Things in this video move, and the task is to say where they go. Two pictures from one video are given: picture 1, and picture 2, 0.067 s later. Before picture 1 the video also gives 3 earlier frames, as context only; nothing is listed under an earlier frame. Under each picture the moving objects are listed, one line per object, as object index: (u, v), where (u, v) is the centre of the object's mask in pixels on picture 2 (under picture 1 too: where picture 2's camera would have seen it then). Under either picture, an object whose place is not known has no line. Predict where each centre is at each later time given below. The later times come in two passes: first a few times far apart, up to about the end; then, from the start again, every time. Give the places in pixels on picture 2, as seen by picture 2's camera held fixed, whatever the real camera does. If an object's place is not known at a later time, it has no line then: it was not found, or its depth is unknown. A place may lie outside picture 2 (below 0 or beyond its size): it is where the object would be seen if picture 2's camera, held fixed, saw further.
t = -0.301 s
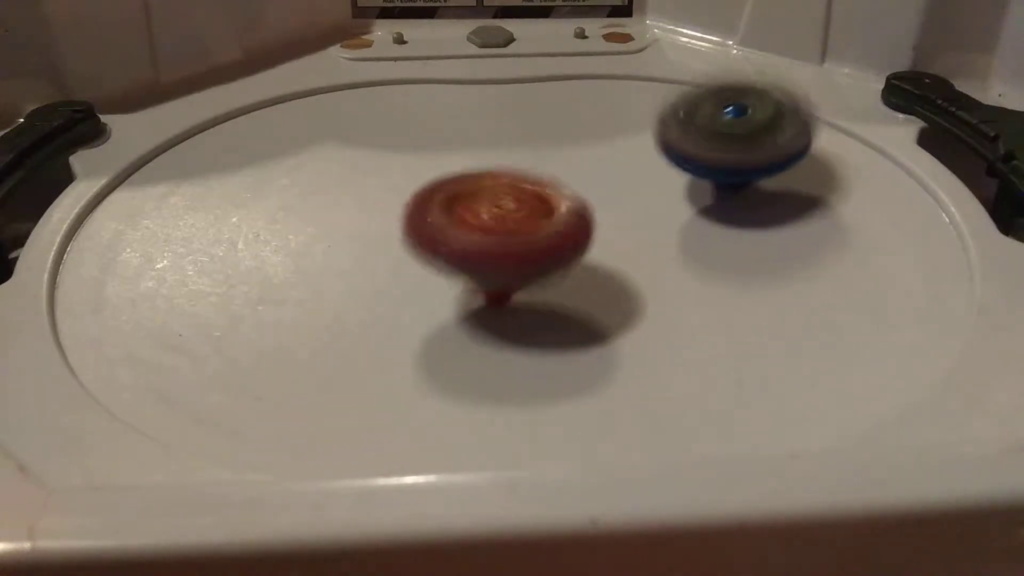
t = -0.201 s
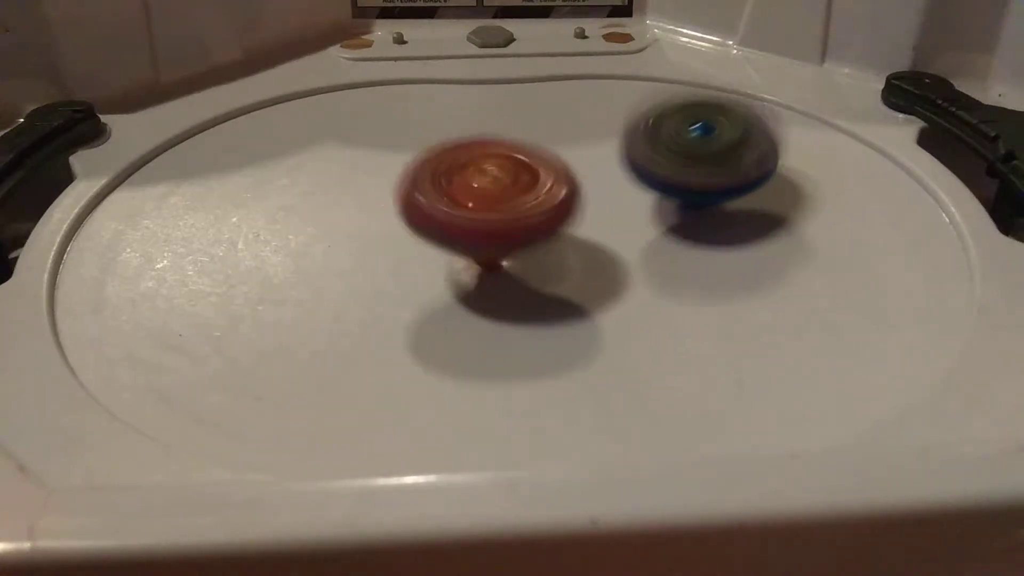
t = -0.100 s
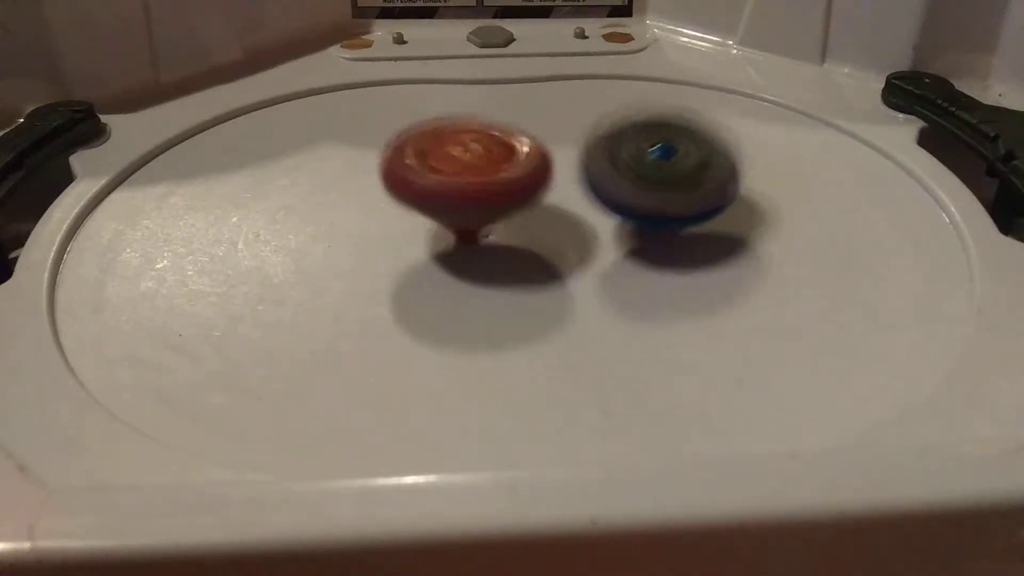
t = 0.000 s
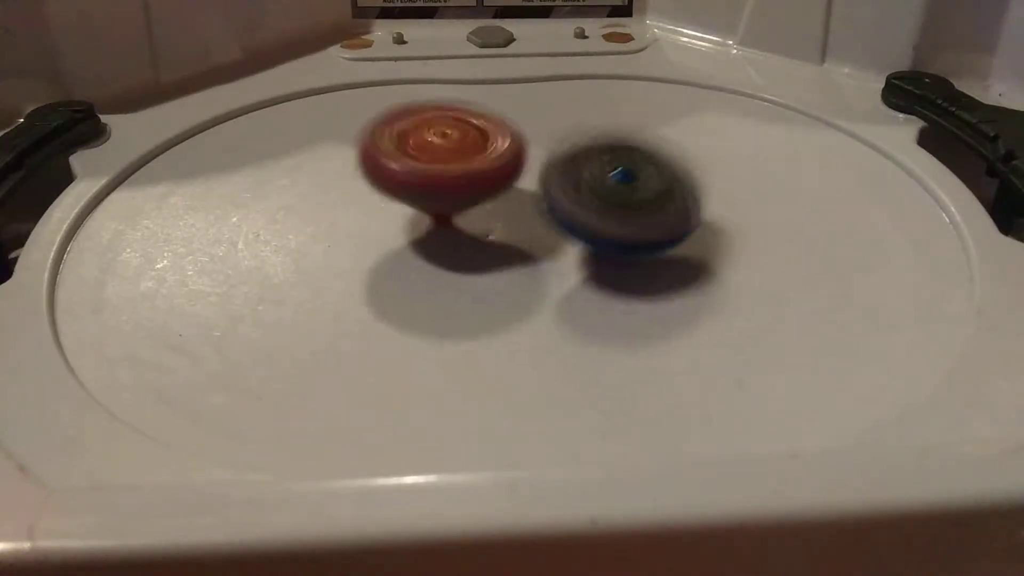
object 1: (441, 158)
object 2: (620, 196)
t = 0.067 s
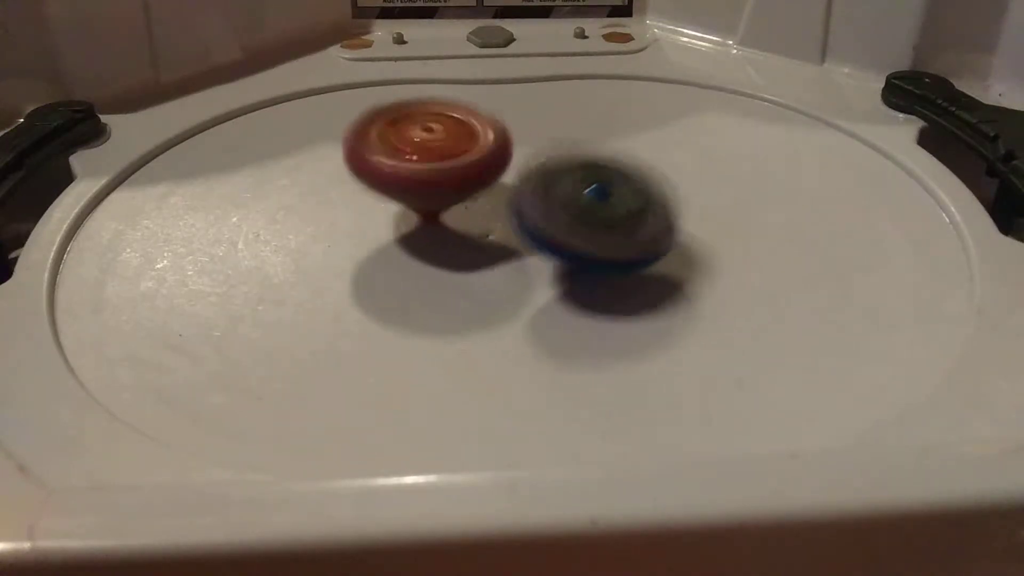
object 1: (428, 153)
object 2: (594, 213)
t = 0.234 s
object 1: (419, 163)
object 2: (546, 256)
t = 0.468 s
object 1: (506, 176)
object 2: (505, 309)
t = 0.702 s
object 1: (592, 160)
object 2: (472, 303)
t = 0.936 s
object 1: (591, 160)
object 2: (452, 243)
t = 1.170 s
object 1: (662, 127)
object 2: (308, 227)
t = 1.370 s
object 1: (651, 125)
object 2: (232, 224)
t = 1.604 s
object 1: (598, 185)
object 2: (279, 238)
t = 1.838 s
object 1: (584, 253)
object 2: (409, 223)
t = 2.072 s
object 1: (602, 266)
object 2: (475, 172)
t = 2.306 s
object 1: (566, 213)
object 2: (466, 126)
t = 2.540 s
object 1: (536, 194)
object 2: (420, 132)
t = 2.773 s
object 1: (628, 191)
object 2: (443, 186)
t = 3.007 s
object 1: (677, 154)
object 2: (497, 235)
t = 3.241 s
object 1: (621, 127)
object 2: (571, 251)
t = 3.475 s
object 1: (530, 127)
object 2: (613, 235)
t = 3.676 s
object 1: (433, 166)
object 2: (658, 223)
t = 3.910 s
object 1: (376, 226)
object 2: (657, 204)
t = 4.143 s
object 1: (482, 260)
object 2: (609, 202)
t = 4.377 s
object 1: (531, 296)
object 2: (577, 172)
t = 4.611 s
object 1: (571, 266)
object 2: (549, 170)
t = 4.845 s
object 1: (592, 242)
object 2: (553, 119)
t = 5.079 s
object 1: (554, 219)
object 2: (588, 116)
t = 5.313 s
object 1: (483, 226)
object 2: (627, 119)
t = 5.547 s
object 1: (482, 222)
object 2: (655, 137)
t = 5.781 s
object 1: (449, 206)
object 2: (680, 164)
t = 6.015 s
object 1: (456, 189)
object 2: (707, 190)
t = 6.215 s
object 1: (480, 175)
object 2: (708, 205)
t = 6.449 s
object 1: (512, 169)
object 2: (670, 232)
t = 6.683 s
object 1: (521, 165)
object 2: (632, 259)
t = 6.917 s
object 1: (503, 157)
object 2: (645, 246)
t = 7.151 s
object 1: (528, 162)
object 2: (665, 241)
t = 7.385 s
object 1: (530, 177)
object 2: (655, 260)
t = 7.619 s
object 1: (516, 191)
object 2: (606, 270)
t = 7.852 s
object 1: (508, 195)
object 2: (587, 274)
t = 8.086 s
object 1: (509, 196)
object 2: (591, 272)
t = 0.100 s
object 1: (421, 153)
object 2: (583, 222)
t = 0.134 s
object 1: (417, 154)
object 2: (573, 231)
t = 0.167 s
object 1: (414, 156)
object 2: (562, 241)
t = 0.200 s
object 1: (417, 160)
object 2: (553, 248)
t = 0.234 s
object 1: (419, 163)
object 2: (546, 256)
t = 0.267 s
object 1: (423, 167)
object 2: (536, 263)
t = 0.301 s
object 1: (432, 172)
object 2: (530, 272)
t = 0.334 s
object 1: (442, 175)
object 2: (524, 279)
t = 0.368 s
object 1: (457, 179)
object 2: (520, 285)
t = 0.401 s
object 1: (475, 181)
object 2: (514, 299)
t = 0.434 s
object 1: (489, 178)
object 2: (510, 308)
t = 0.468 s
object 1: (506, 176)
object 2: (505, 309)
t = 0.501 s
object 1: (527, 174)
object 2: (500, 314)
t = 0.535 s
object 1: (547, 172)
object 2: (494, 318)
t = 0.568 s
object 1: (564, 170)
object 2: (488, 318)
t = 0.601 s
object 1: (572, 168)
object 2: (484, 317)
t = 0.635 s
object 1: (580, 166)
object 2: (479, 315)
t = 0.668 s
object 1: (588, 162)
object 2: (475, 310)
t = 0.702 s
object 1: (592, 160)
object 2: (472, 303)
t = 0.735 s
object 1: (596, 159)
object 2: (469, 297)
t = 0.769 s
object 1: (596, 157)
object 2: (465, 289)
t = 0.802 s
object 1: (597, 158)
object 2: (463, 280)
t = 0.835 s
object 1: (598, 157)
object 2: (461, 272)
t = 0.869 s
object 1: (596, 158)
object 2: (458, 263)
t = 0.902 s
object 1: (595, 159)
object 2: (455, 253)
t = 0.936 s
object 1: (591, 160)
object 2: (452, 243)
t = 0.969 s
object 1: (591, 164)
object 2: (442, 235)
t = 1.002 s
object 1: (610, 157)
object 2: (408, 235)
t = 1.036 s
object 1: (629, 150)
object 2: (376, 237)
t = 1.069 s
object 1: (639, 142)
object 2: (355, 236)
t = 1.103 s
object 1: (650, 137)
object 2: (337, 232)
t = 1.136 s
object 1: (656, 131)
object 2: (321, 228)
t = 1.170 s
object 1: (662, 127)
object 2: (308, 227)
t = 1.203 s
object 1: (665, 123)
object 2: (296, 224)
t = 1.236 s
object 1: (666, 121)
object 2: (281, 223)
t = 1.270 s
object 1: (666, 120)
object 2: (265, 222)
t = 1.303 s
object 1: (661, 121)
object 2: (251, 222)
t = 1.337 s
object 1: (658, 122)
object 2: (241, 221)
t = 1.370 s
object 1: (651, 125)
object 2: (232, 224)
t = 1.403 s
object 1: (646, 129)
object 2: (228, 224)
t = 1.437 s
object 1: (636, 135)
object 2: (227, 228)
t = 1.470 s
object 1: (628, 143)
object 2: (230, 230)
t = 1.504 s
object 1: (617, 154)
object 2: (238, 232)
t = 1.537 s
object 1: (610, 165)
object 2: (249, 234)
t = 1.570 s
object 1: (604, 174)
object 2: (265, 237)
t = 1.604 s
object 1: (598, 185)
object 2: (279, 238)
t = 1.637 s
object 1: (594, 195)
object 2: (298, 238)
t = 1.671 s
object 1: (589, 207)
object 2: (318, 238)
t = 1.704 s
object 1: (587, 217)
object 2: (336, 237)
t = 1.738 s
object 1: (582, 228)
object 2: (354, 234)
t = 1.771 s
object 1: (582, 237)
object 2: (373, 232)
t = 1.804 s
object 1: (581, 246)
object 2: (390, 228)
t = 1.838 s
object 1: (584, 253)
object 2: (409, 223)
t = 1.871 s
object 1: (584, 259)
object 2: (426, 217)
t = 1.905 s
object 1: (586, 263)
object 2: (440, 210)
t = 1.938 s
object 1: (589, 268)
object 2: (450, 203)
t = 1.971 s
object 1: (594, 269)
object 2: (457, 196)
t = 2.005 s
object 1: (597, 271)
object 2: (462, 189)
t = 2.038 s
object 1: (601, 270)
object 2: (469, 180)
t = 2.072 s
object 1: (602, 266)
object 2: (475, 172)
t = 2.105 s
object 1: (602, 261)
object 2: (478, 165)
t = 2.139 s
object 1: (600, 256)
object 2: (481, 159)
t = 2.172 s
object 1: (598, 250)
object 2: (481, 151)
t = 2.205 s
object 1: (593, 241)
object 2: (479, 143)
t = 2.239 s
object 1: (587, 233)
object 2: (477, 138)
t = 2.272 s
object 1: (576, 222)
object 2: (471, 133)
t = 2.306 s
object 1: (566, 213)
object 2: (466, 126)
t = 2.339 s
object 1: (555, 205)
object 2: (458, 122)
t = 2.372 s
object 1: (549, 202)
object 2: (452, 119)
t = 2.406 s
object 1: (541, 200)
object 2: (444, 120)
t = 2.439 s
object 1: (534, 198)
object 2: (437, 121)
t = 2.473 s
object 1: (530, 196)
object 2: (431, 122)
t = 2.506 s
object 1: (531, 195)
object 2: (424, 127)
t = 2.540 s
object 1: (536, 194)
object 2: (420, 132)
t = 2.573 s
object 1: (545, 198)
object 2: (419, 140)
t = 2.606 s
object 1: (558, 202)
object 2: (420, 148)
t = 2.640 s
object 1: (574, 208)
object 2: (423, 156)
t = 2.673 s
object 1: (582, 204)
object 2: (426, 163)
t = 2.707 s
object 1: (596, 201)
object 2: (431, 171)
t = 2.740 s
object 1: (610, 197)
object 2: (435, 180)
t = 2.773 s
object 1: (628, 191)
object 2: (443, 186)
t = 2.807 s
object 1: (640, 185)
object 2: (451, 194)
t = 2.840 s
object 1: (655, 179)
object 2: (462, 200)
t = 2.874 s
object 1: (662, 173)
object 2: (474, 206)
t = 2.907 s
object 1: (672, 168)
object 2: (482, 211)
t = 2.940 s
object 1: (674, 162)
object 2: (486, 218)
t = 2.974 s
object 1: (679, 158)
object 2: (490, 226)
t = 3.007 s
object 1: (677, 154)
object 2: (497, 235)
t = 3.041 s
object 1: (673, 149)
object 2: (507, 240)
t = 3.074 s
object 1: (667, 147)
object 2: (522, 240)
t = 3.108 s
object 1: (661, 146)
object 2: (536, 240)
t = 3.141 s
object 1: (652, 144)
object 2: (549, 237)
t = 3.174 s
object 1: (642, 141)
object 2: (560, 238)
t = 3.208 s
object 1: (633, 135)
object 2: (565, 247)
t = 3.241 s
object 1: (621, 127)
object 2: (571, 251)
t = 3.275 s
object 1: (611, 123)
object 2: (581, 252)
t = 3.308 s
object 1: (596, 118)
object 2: (590, 251)
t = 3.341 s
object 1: (585, 118)
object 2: (594, 249)
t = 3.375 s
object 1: (567, 116)
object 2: (602, 246)
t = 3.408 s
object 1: (556, 119)
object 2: (605, 242)
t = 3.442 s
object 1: (539, 121)
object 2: (609, 239)
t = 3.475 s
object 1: (530, 127)
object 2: (613, 235)
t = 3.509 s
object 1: (514, 133)
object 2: (612, 230)
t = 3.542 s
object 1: (506, 141)
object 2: (615, 227)
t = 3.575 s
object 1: (493, 149)
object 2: (615, 223)
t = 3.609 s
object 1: (472, 155)
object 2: (640, 222)
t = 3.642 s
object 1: (453, 159)
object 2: (651, 225)
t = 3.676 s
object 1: (433, 166)
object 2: (658, 223)
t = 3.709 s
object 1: (419, 173)
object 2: (662, 222)
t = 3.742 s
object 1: (404, 180)
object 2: (666, 217)
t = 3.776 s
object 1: (394, 188)
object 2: (671, 215)
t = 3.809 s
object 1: (385, 195)
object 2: (670, 211)
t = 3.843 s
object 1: (377, 206)
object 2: (668, 207)
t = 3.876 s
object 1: (375, 216)
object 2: (664, 207)
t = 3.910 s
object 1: (376, 226)
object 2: (657, 204)
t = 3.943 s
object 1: (382, 236)
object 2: (650, 203)
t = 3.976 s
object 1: (393, 243)
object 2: (640, 202)
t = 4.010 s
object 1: (408, 250)
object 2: (632, 202)
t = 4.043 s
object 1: (425, 253)
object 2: (622, 205)
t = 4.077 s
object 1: (446, 256)
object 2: (615, 207)
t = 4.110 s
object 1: (468, 256)
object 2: (613, 205)
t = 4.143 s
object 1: (482, 260)
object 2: (609, 202)
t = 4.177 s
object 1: (493, 266)
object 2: (599, 196)
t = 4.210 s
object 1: (496, 278)
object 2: (597, 182)
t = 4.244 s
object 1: (504, 285)
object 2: (600, 174)
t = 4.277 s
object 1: (509, 290)
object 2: (596, 171)
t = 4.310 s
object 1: (518, 293)
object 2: (591, 170)
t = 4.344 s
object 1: (522, 294)
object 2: (583, 172)
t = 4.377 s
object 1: (531, 296)
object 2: (577, 172)
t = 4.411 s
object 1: (534, 293)
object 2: (573, 173)
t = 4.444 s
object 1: (544, 290)
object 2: (567, 177)
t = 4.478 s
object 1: (550, 283)
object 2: (560, 174)
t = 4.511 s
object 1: (557, 276)
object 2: (555, 176)
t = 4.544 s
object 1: (565, 271)
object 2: (547, 175)
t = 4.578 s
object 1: (568, 264)
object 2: (541, 170)
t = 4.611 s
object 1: (571, 266)
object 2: (549, 170)
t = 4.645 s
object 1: (574, 268)
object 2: (550, 152)
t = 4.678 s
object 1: (579, 268)
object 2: (550, 142)
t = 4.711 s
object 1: (586, 267)
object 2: (552, 136)
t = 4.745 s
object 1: (589, 263)
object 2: (549, 132)
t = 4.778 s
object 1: (592, 258)
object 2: (552, 120)
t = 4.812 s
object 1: (593, 252)
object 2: (553, 118)
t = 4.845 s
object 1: (592, 242)
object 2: (553, 119)
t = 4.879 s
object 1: (590, 234)
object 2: (553, 119)
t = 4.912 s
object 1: (587, 227)
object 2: (557, 117)
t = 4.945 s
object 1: (581, 218)
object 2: (560, 118)
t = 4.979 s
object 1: (577, 213)
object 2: (561, 123)
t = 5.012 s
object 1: (563, 213)
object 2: (572, 122)
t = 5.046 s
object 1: (554, 218)
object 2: (581, 118)
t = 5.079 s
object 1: (554, 219)
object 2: (588, 116)
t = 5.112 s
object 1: (553, 218)
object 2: (594, 115)
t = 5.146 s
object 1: (546, 218)
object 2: (598, 114)
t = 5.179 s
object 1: (537, 217)
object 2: (606, 112)
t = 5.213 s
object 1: (520, 218)
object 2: (608, 112)
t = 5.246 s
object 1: (502, 221)
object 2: (617, 116)
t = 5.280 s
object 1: (492, 225)
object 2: (621, 117)
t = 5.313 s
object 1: (483, 226)
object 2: (627, 119)
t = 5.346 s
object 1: (482, 229)
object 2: (632, 124)
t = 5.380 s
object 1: (483, 231)
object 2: (636, 128)
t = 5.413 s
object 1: (480, 230)
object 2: (642, 129)
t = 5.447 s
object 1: (481, 229)
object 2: (645, 132)
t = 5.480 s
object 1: (481, 228)
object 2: (647, 134)
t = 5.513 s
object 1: (483, 225)
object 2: (650, 134)
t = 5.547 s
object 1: (482, 222)
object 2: (655, 137)
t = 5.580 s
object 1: (474, 218)
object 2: (657, 138)
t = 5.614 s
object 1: (462, 214)
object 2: (663, 143)
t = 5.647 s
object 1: (457, 212)
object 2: (668, 145)
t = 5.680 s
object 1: (454, 210)
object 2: (672, 153)
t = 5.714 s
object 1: (453, 210)
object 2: (674, 157)
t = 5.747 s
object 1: (449, 208)
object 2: (673, 159)
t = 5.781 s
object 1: (449, 206)
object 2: (680, 164)
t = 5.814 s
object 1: (451, 206)
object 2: (685, 167)
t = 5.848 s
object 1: (454, 204)
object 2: (691, 177)
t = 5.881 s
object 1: (455, 202)
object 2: (700, 183)
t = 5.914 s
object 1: (453, 199)
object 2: (705, 188)
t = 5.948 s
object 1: (457, 196)
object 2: (704, 189)
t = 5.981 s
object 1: (460, 193)
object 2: (708, 190)
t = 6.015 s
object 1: (456, 189)
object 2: (707, 190)
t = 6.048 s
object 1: (461, 187)
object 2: (711, 189)
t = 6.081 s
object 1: (464, 183)
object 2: (707, 191)
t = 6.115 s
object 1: (467, 181)
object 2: (712, 193)
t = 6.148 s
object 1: (468, 178)
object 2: (708, 197)
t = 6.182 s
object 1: (474, 177)
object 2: (713, 200)
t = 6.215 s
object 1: (480, 175)
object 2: (708, 205)
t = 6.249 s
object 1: (480, 174)
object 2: (707, 213)
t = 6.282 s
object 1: (487, 173)
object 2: (699, 218)
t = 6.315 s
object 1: (495, 170)
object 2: (692, 224)
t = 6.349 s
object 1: (503, 168)
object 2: (683, 226)
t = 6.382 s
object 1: (502, 166)
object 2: (681, 229)
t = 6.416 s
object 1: (508, 168)
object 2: (677, 227)
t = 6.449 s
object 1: (512, 169)
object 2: (670, 232)
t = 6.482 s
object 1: (509, 170)
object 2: (665, 233)
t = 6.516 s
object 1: (510, 171)
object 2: (661, 247)
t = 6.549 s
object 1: (512, 174)
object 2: (657, 246)
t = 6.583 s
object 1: (520, 175)
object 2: (642, 251)
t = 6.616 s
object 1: (521, 171)
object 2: (638, 257)
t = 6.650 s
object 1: (524, 170)
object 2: (633, 259)
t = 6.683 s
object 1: (521, 165)
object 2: (632, 259)
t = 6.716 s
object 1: (519, 164)
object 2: (629, 261)
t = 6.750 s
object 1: (514, 162)
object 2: (625, 260)
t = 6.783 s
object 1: (518, 163)
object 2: (616, 257)
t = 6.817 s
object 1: (518, 160)
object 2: (622, 248)
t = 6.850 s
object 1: (506, 154)
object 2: (636, 256)
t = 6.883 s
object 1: (501, 154)
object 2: (647, 247)
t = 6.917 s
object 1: (503, 157)
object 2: (645, 246)
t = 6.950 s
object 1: (508, 155)
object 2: (647, 240)
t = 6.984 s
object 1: (515, 149)
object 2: (651, 237)
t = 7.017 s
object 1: (515, 160)
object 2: (656, 238)
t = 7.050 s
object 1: (513, 164)
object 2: (660, 241)
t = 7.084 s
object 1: (515, 164)
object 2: (660, 242)
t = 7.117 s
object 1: (520, 160)
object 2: (661, 239)
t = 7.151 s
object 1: (528, 162)
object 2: (665, 241)
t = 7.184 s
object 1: (534, 174)
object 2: (656, 241)
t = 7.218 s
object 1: (536, 165)
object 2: (661, 245)
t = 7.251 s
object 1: (535, 166)
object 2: (672, 254)
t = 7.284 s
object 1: (534, 174)
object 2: (671, 255)
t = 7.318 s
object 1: (533, 167)
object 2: (671, 256)
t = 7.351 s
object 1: (531, 172)
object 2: (665, 258)
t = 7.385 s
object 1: (530, 177)
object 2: (655, 260)
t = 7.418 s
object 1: (530, 181)
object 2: (650, 263)
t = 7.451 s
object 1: (528, 181)
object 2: (643, 263)
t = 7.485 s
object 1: (525, 183)
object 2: (634, 263)
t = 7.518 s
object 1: (521, 184)
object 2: (624, 264)
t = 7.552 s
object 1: (517, 186)
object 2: (615, 264)
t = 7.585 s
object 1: (516, 187)
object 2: (610, 268)
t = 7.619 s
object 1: (516, 191)
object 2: (606, 270)
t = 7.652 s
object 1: (514, 193)
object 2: (602, 272)
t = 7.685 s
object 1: (510, 196)
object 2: (598, 271)
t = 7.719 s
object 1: (507, 198)
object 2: (596, 272)
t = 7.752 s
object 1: (506, 200)
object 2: (594, 273)
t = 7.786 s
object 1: (506, 198)
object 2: (591, 273)
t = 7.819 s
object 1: (507, 196)
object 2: (589, 274)
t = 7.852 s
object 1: (508, 195)
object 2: (587, 274)
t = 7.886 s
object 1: (508, 195)
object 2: (586, 273)
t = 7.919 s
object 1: (508, 195)
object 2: (585, 274)
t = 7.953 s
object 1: (508, 195)
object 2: (585, 273)
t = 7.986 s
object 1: (508, 195)
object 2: (586, 273)
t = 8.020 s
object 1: (508, 195)
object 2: (587, 273)
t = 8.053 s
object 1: (508, 195)
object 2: (588, 273)
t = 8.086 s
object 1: (509, 196)
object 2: (591, 272)
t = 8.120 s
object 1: (509, 196)
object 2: (593, 271)
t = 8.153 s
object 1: (509, 196)
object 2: (595, 271)
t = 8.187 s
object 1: (509, 197)
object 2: (597, 269)
